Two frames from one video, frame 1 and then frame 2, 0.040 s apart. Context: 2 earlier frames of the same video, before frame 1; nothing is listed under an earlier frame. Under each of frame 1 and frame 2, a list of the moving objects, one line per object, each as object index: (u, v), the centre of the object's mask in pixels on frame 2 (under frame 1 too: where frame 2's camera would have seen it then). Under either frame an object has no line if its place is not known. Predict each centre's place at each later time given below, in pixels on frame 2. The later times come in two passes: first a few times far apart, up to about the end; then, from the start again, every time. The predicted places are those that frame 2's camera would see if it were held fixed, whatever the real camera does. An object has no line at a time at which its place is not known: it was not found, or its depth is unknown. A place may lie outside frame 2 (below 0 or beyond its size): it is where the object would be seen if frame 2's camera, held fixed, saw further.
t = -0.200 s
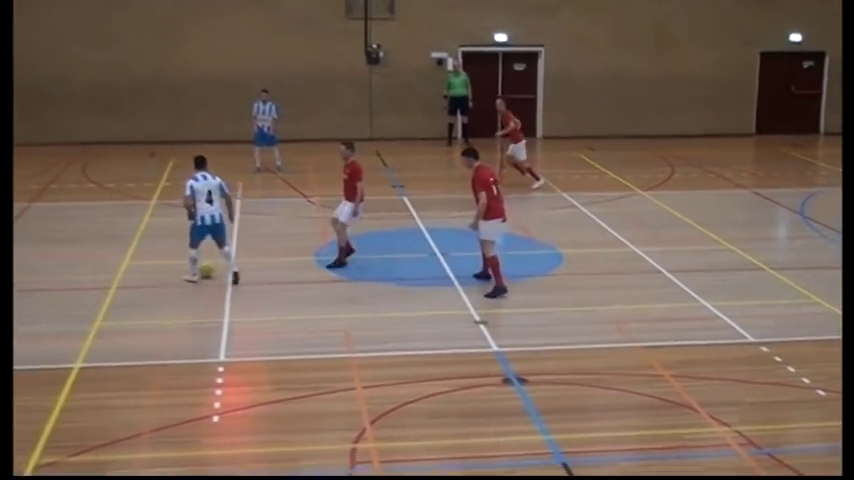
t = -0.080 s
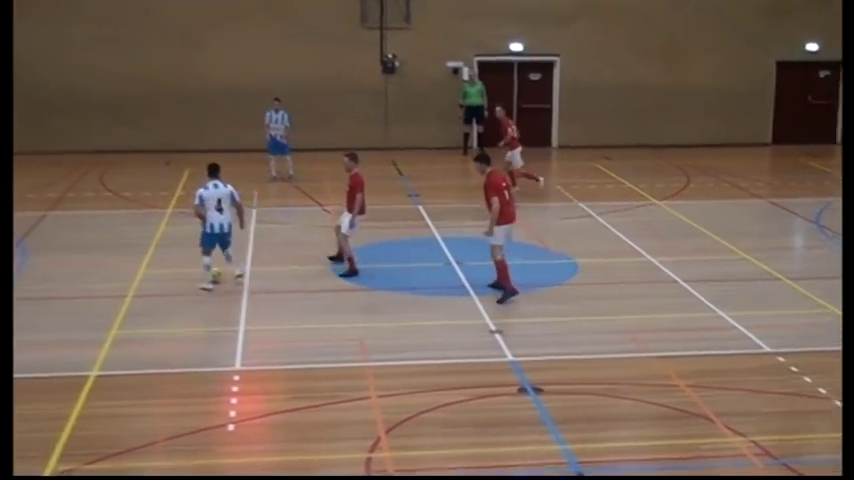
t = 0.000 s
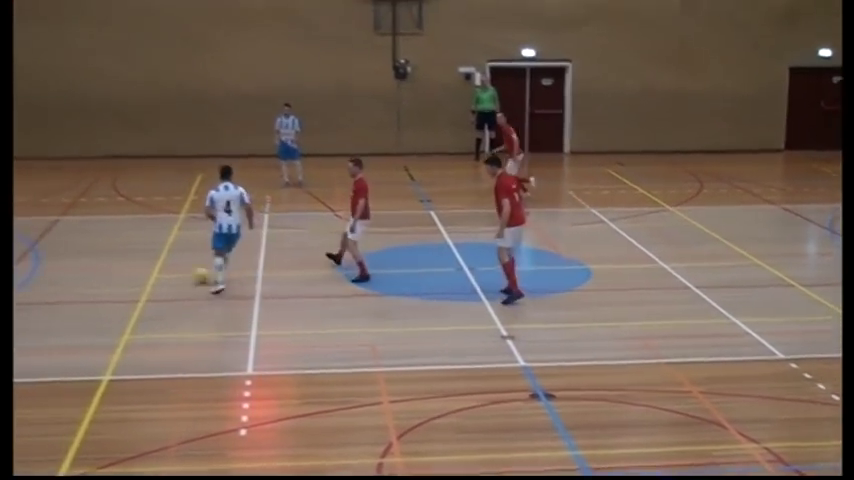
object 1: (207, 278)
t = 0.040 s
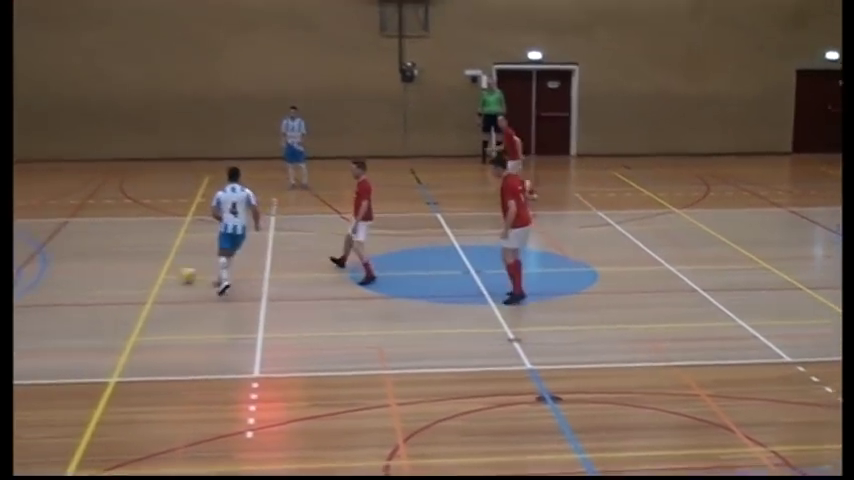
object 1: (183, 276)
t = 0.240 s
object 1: (96, 266)
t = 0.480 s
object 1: (8, 256)
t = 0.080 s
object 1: (168, 274)
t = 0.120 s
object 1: (149, 273)
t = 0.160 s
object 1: (130, 270)
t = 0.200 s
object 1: (113, 268)
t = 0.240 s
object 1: (96, 266)
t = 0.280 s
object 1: (81, 264)
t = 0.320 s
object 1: (65, 263)
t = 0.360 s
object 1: (51, 261)
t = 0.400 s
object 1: (36, 259)
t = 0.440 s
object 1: (22, 258)
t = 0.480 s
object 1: (8, 256)
